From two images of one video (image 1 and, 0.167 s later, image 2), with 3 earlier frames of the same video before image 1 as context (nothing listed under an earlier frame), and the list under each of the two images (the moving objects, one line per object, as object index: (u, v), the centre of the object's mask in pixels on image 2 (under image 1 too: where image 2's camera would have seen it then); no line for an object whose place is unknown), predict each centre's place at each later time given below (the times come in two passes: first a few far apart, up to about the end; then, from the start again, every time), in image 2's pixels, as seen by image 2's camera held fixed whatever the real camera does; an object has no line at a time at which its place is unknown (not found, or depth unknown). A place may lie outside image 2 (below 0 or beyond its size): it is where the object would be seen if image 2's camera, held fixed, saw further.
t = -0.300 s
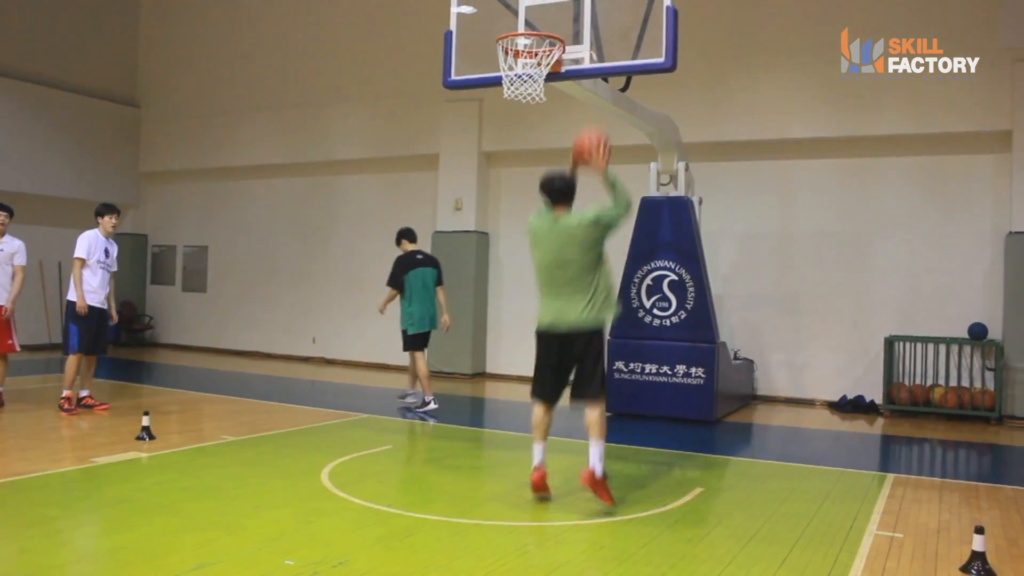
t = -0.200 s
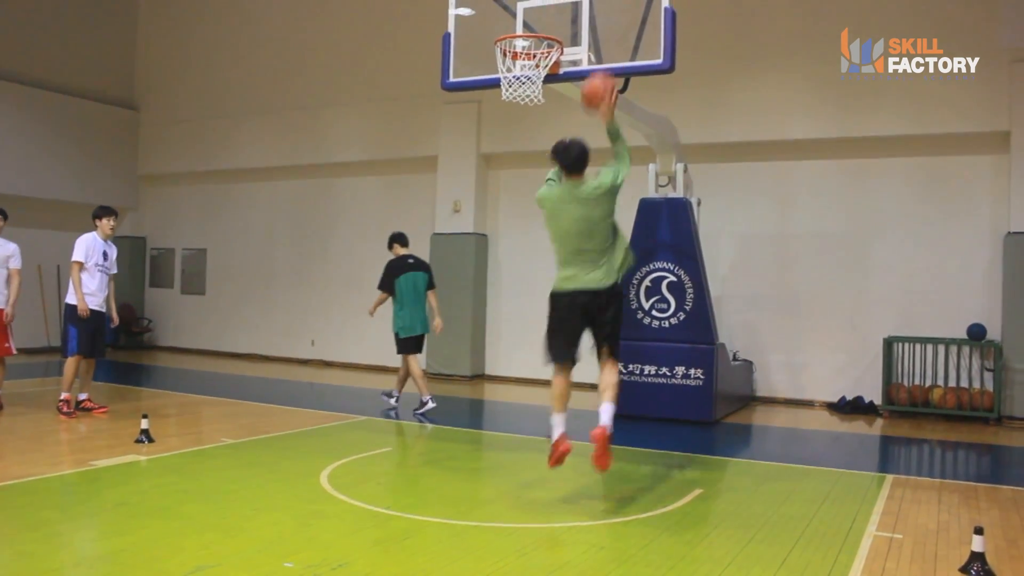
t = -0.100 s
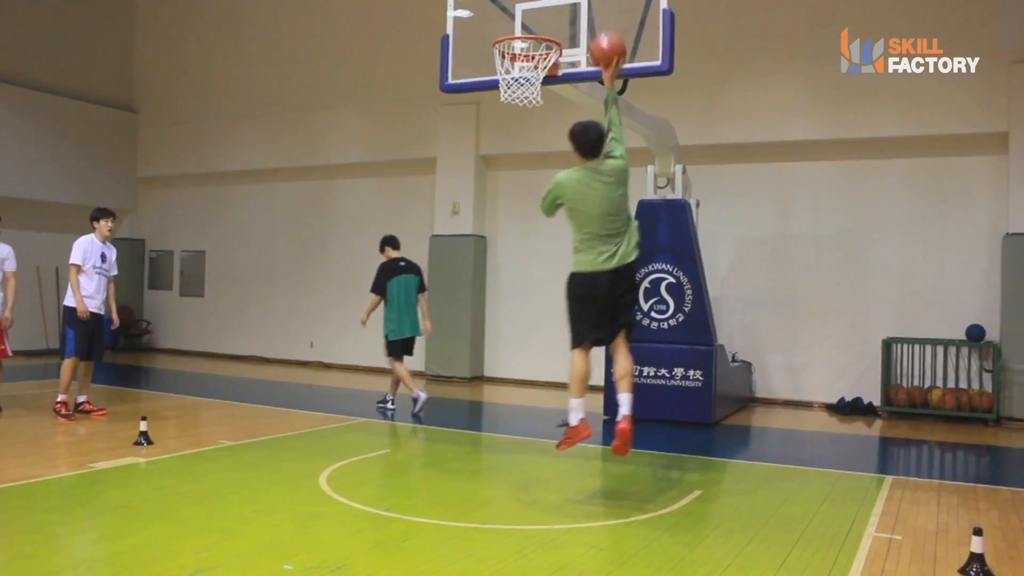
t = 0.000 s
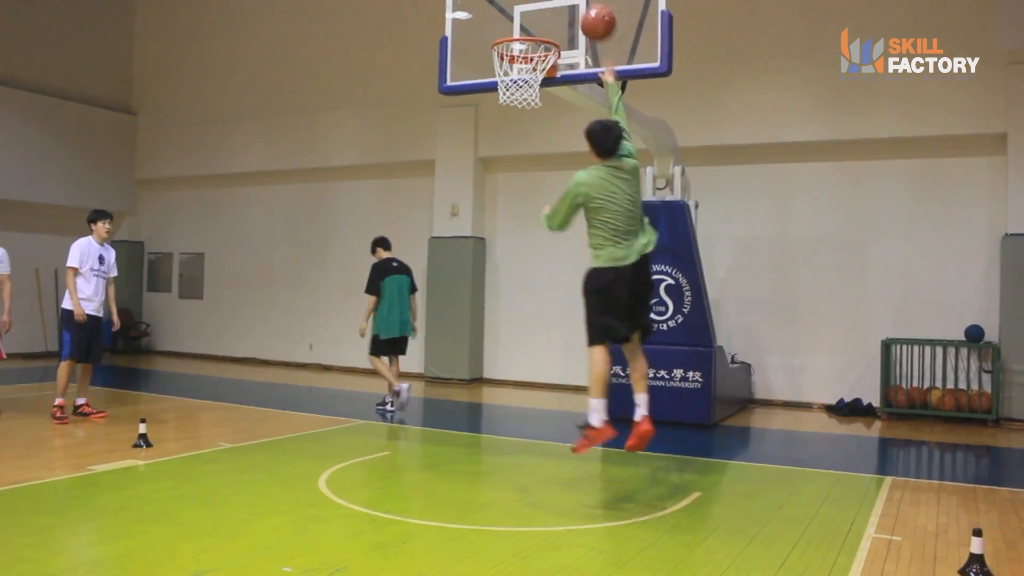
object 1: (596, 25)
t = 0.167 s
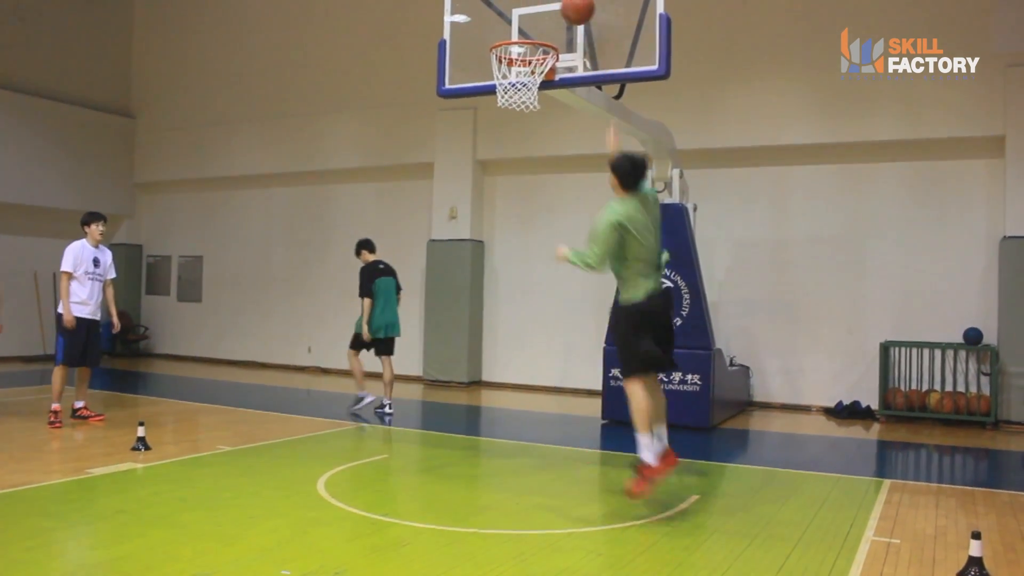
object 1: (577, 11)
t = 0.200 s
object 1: (574, 11)
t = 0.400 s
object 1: (547, 27)
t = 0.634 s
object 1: (513, 109)
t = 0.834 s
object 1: (512, 173)
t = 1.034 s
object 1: (511, 300)
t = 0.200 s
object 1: (574, 11)
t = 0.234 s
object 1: (571, 12)
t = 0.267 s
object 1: (566, 15)
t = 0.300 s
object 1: (562, 16)
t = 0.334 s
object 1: (557, 19)
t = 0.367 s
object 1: (552, 23)
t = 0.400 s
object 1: (547, 27)
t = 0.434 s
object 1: (542, 30)
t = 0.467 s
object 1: (538, 34)
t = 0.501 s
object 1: (531, 56)
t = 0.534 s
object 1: (523, 66)
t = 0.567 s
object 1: (518, 75)
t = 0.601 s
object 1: (513, 100)
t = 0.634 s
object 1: (513, 109)
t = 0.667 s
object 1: (512, 113)
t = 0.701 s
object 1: (512, 121)
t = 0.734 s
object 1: (513, 130)
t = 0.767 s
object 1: (513, 143)
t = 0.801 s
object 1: (512, 158)
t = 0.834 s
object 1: (512, 173)
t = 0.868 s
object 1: (512, 191)
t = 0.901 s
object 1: (513, 209)
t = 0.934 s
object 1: (512, 230)
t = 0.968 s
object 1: (512, 252)
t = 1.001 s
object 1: (512, 276)
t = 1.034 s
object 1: (511, 300)
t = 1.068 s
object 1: (511, 327)
